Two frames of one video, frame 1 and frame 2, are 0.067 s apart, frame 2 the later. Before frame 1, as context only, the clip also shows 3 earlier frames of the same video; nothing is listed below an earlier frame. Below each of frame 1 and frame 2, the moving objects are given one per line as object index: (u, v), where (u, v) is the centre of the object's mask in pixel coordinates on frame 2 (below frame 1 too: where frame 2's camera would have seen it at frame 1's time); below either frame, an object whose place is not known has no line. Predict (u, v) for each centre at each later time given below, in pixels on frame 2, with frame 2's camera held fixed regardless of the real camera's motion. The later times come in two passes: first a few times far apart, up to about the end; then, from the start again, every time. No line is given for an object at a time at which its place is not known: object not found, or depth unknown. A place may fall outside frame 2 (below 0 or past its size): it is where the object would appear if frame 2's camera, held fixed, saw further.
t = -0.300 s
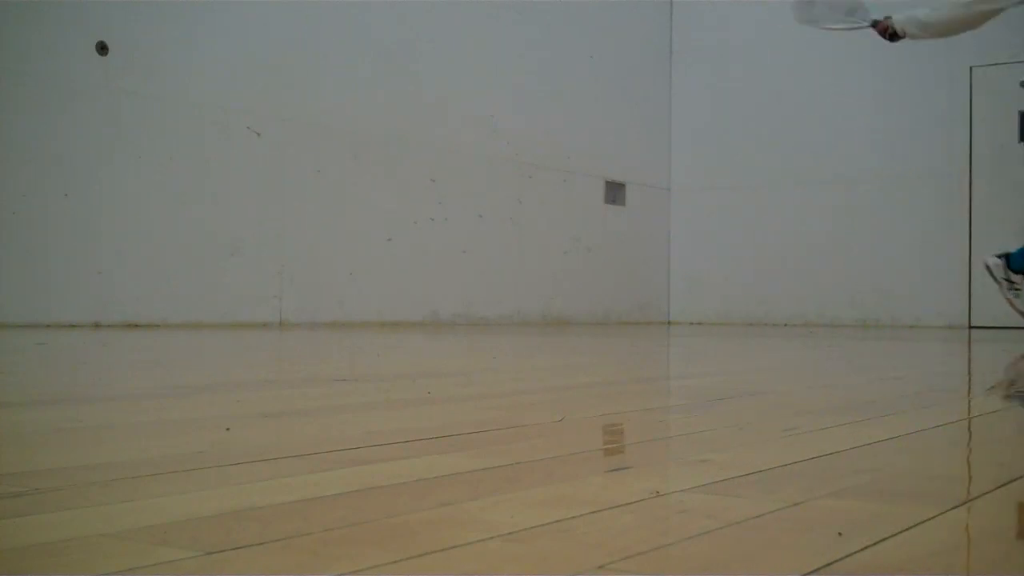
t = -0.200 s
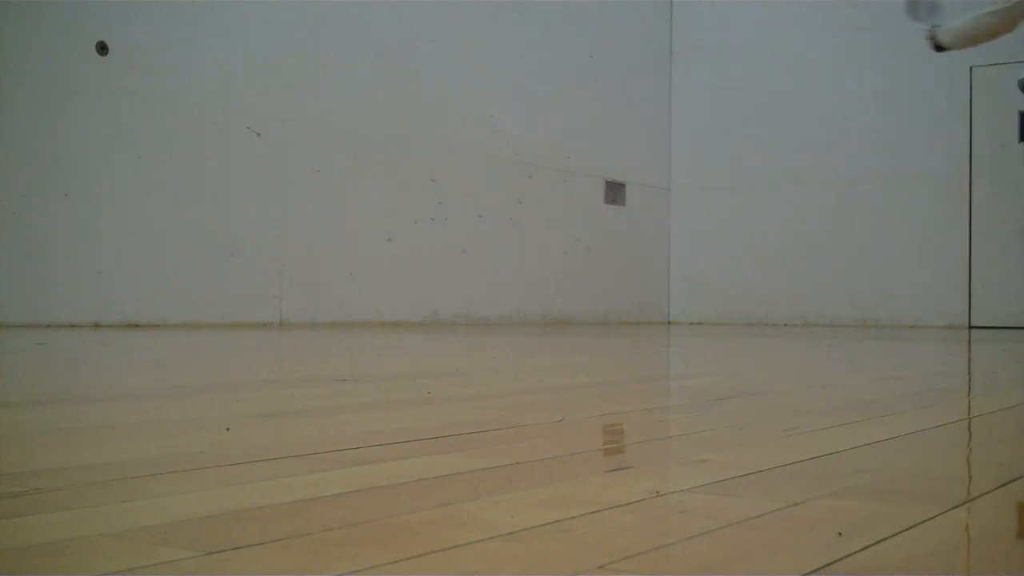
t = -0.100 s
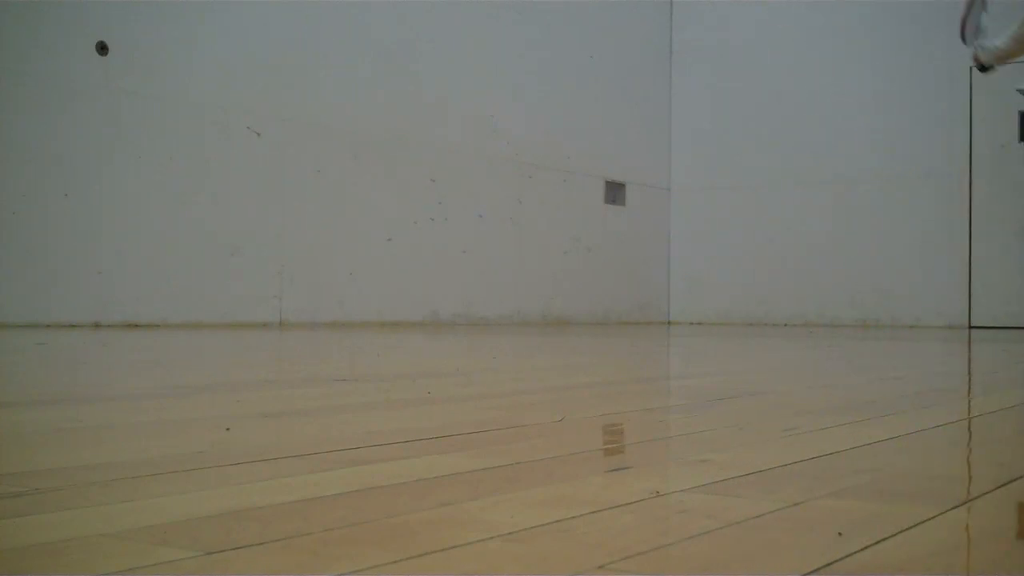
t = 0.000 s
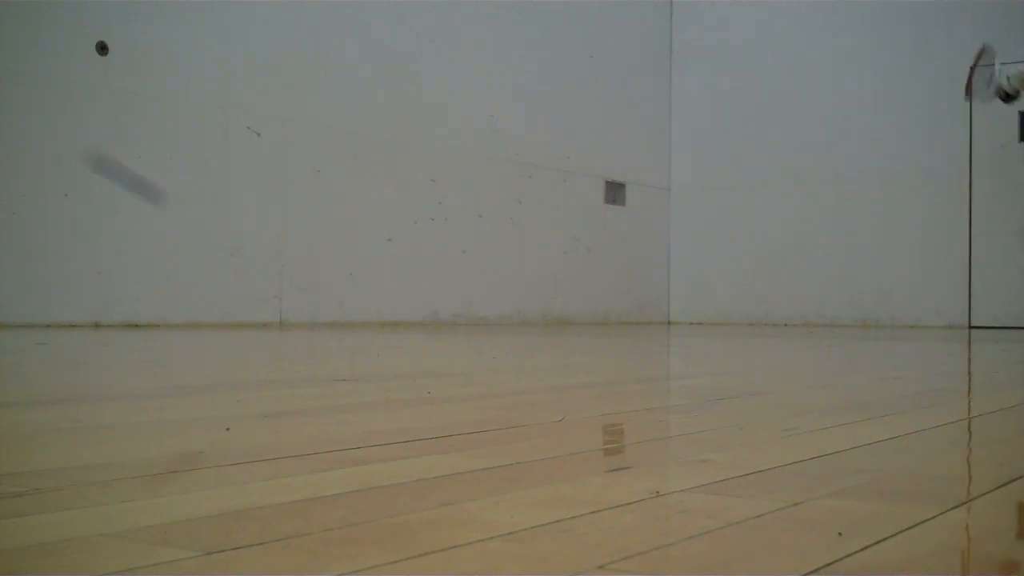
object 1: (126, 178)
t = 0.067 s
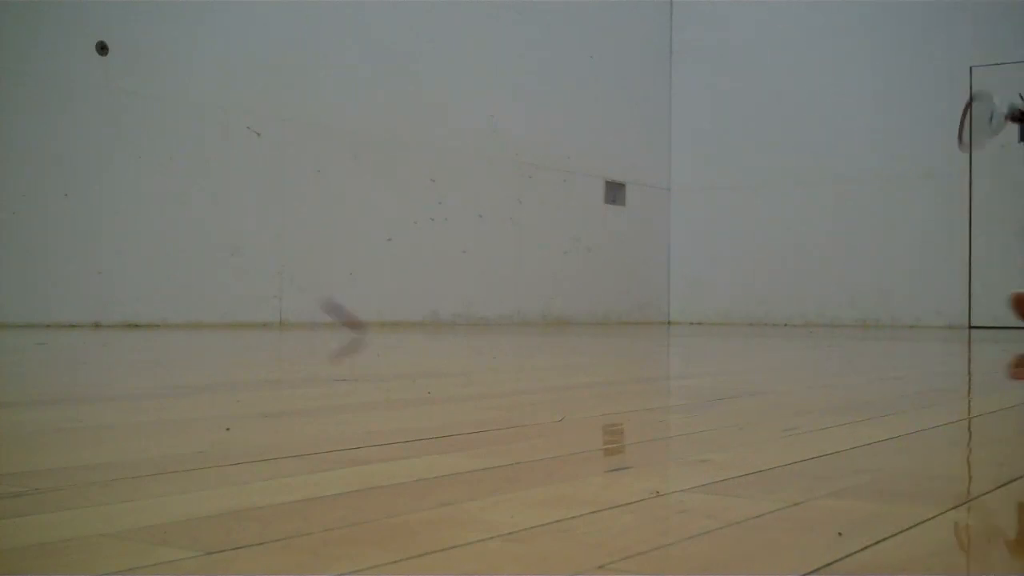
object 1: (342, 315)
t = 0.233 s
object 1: (527, 190)
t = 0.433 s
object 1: (649, 152)
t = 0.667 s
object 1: (733, 202)
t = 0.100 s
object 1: (395, 298)
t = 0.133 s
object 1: (434, 262)
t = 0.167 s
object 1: (467, 233)
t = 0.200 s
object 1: (499, 209)
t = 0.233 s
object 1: (527, 190)
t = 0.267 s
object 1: (552, 176)
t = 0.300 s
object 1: (575, 165)
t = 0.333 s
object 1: (596, 158)
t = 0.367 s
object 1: (615, 153)
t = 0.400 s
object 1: (633, 152)
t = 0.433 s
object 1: (649, 152)
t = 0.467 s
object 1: (664, 154)
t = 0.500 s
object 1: (677, 158)
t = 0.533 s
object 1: (690, 165)
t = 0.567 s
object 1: (702, 172)
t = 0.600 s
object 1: (713, 181)
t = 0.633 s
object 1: (723, 191)
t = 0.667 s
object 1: (733, 202)
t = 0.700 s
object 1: (742, 214)
